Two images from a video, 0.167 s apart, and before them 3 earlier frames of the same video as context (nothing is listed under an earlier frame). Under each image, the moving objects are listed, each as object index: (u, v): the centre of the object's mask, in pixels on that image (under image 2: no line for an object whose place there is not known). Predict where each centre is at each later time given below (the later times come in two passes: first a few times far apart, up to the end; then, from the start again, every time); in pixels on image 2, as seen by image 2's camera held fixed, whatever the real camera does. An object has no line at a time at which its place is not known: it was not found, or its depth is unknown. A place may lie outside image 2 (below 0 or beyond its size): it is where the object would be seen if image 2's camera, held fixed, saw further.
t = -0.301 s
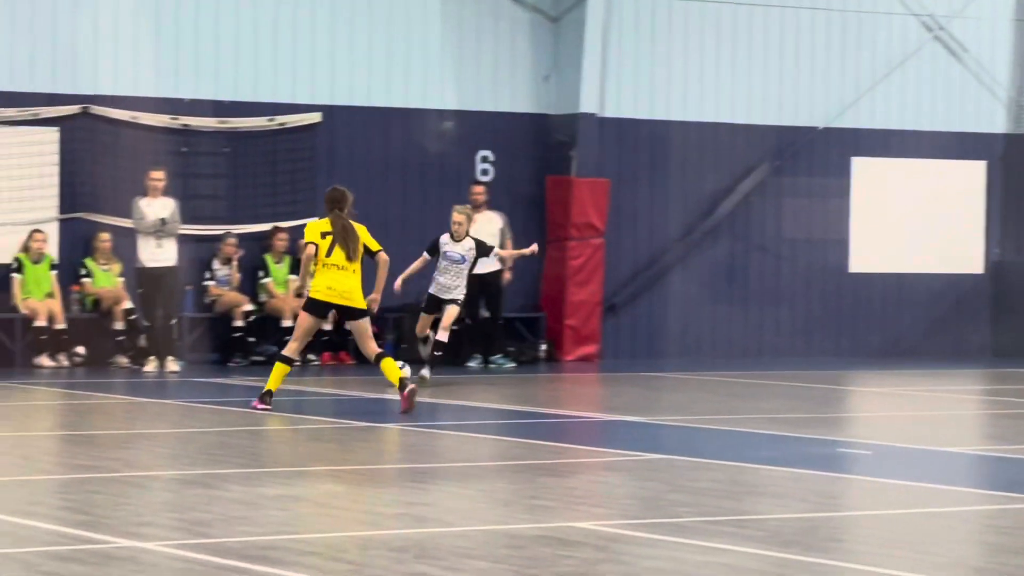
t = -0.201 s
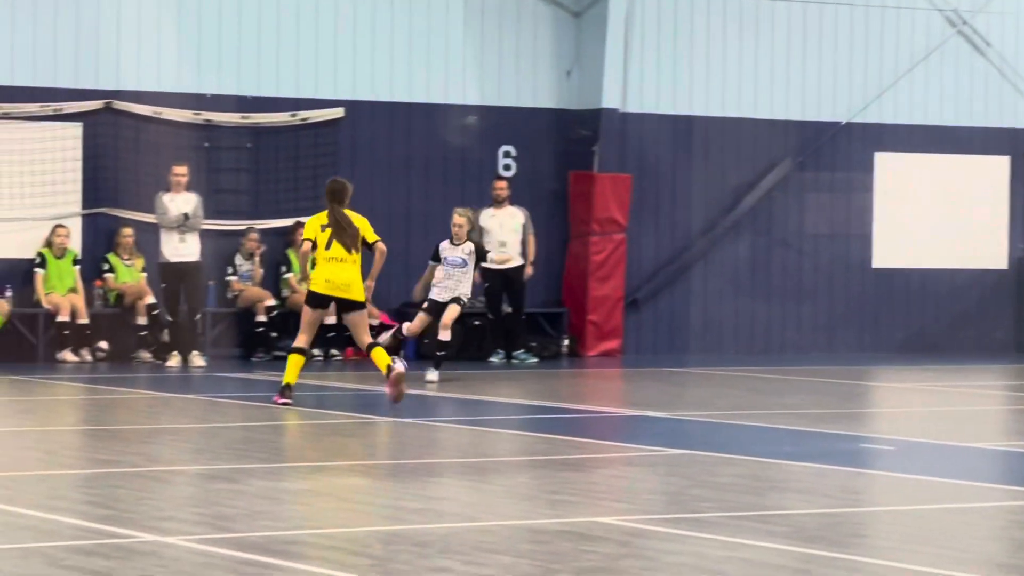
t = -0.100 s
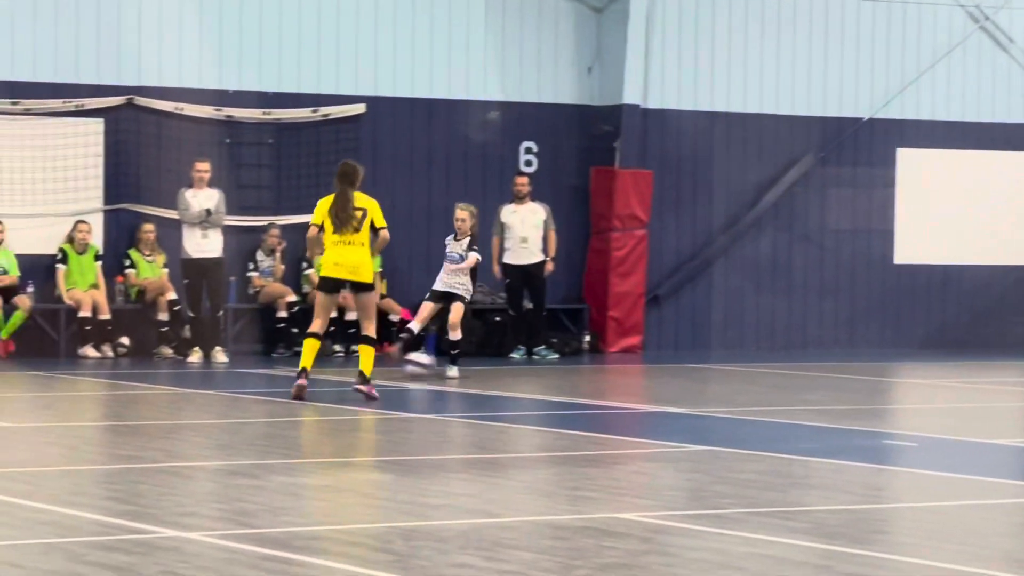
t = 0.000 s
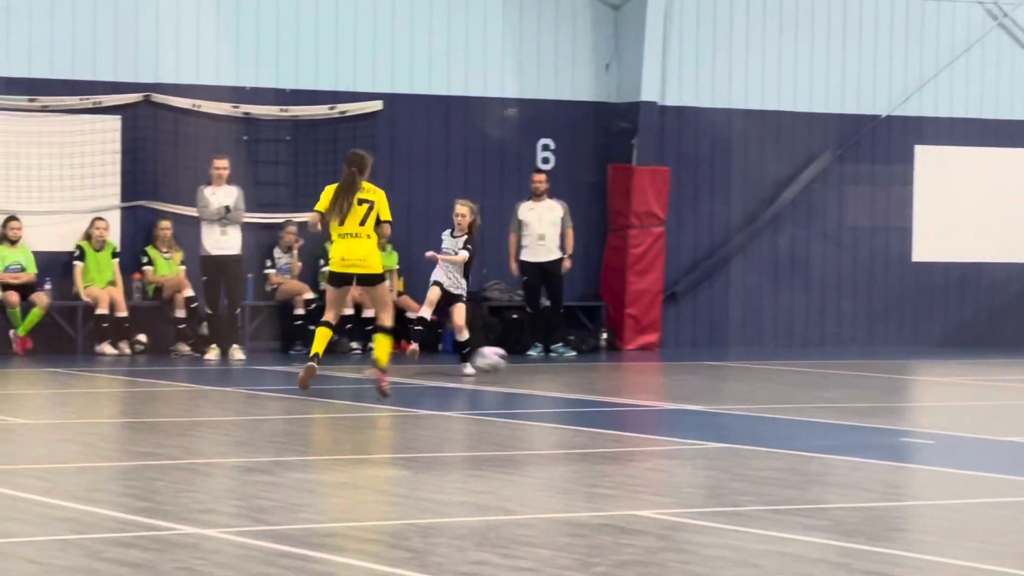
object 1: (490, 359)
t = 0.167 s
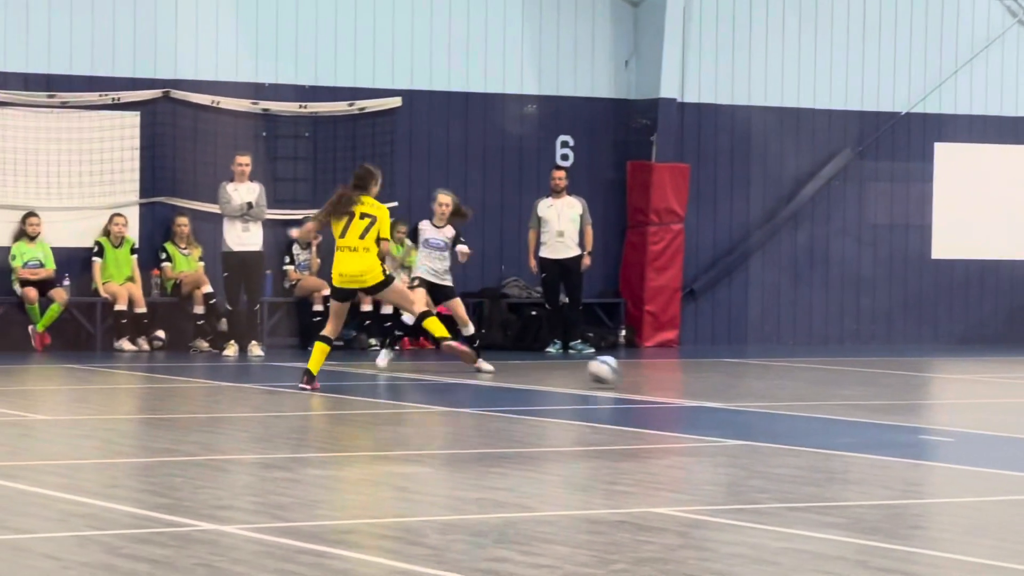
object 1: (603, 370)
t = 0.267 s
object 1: (658, 376)
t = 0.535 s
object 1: (813, 392)
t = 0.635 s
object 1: (878, 398)
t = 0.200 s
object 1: (621, 369)
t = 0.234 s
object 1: (639, 372)
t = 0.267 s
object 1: (658, 376)
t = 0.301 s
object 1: (678, 381)
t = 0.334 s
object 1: (696, 380)
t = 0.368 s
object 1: (714, 380)
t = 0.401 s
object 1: (734, 381)
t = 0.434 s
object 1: (752, 385)
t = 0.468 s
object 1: (773, 388)
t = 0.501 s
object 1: (793, 390)
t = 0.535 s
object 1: (813, 392)
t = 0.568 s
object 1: (834, 394)
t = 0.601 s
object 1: (856, 396)
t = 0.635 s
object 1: (878, 398)
